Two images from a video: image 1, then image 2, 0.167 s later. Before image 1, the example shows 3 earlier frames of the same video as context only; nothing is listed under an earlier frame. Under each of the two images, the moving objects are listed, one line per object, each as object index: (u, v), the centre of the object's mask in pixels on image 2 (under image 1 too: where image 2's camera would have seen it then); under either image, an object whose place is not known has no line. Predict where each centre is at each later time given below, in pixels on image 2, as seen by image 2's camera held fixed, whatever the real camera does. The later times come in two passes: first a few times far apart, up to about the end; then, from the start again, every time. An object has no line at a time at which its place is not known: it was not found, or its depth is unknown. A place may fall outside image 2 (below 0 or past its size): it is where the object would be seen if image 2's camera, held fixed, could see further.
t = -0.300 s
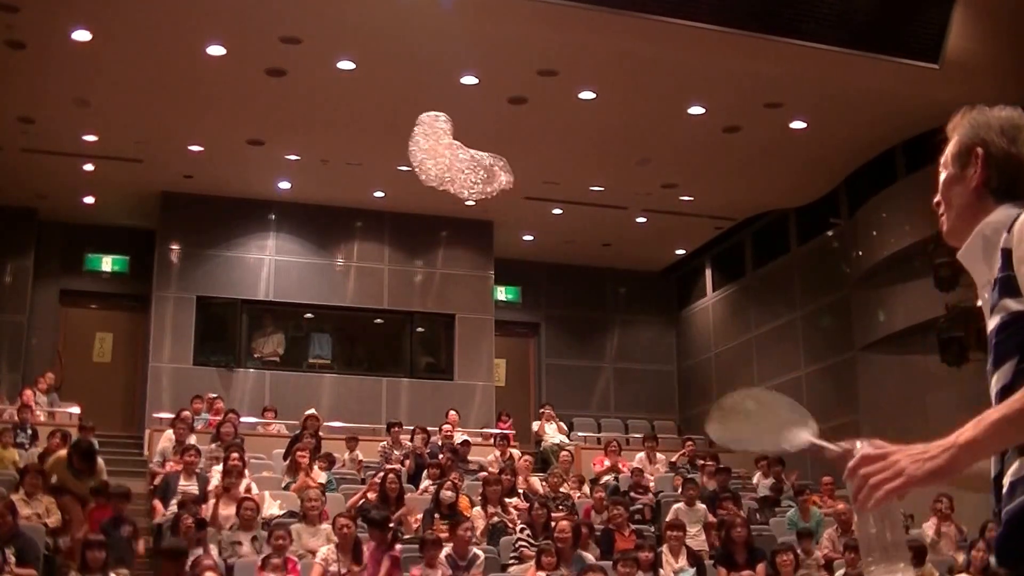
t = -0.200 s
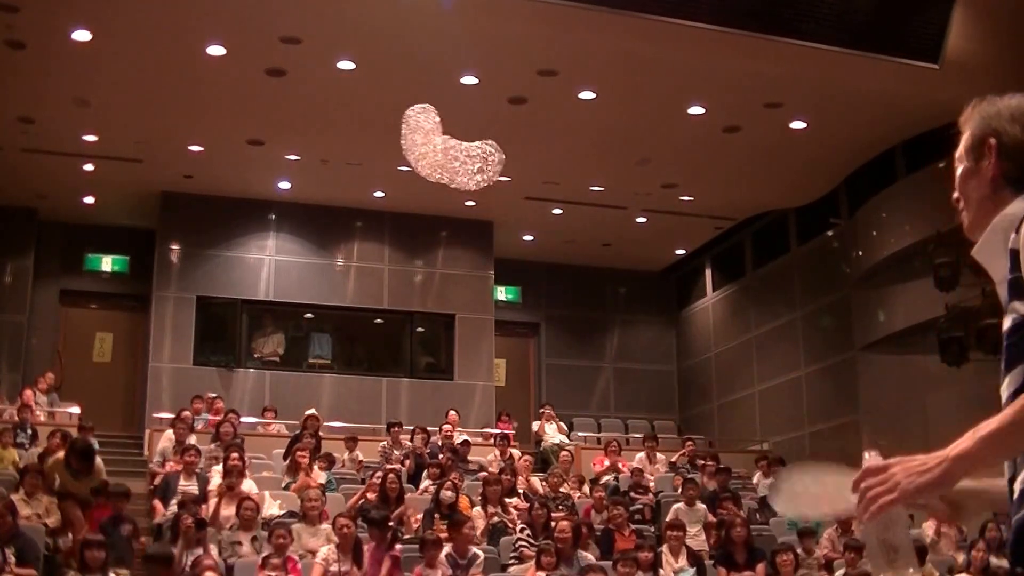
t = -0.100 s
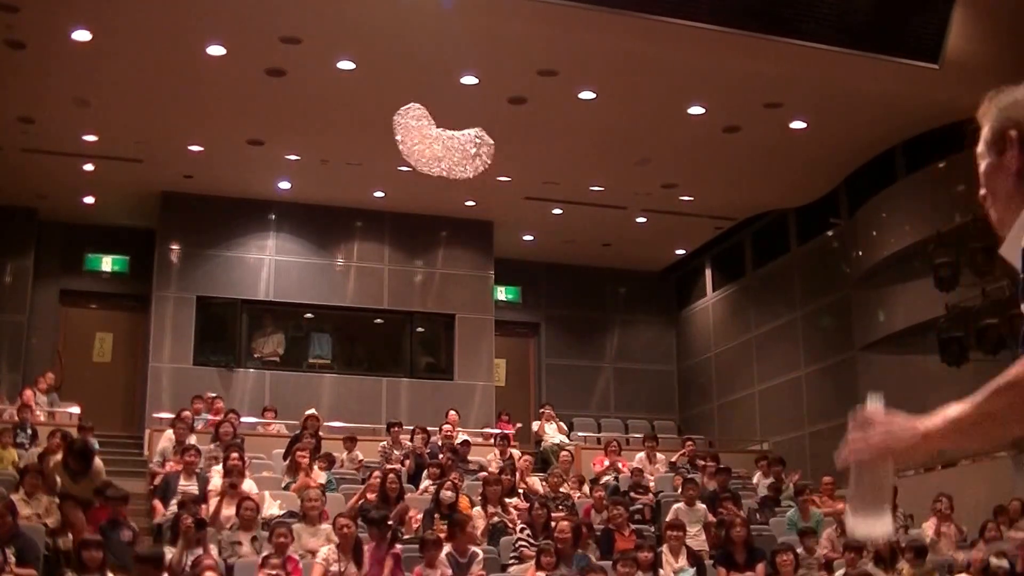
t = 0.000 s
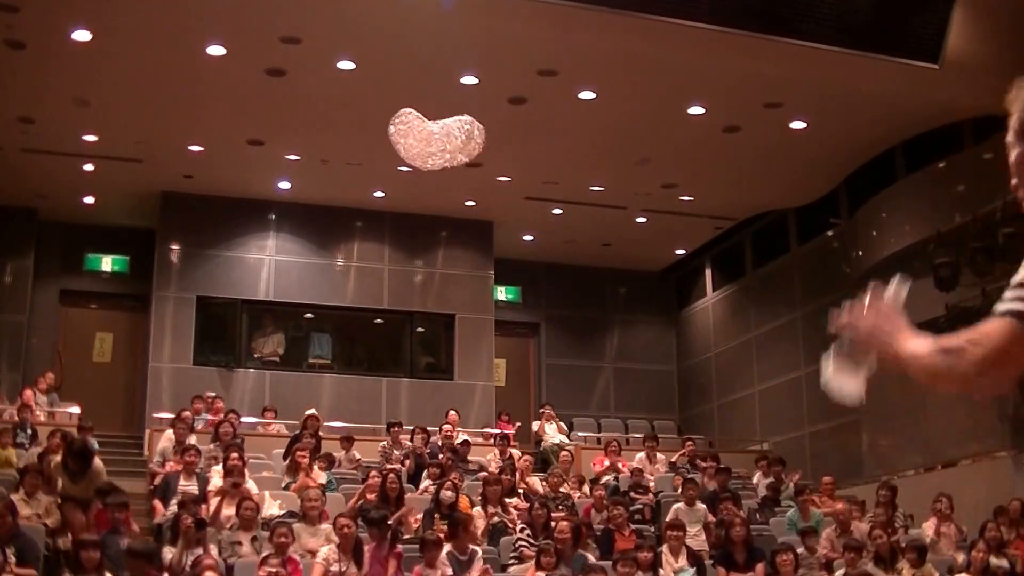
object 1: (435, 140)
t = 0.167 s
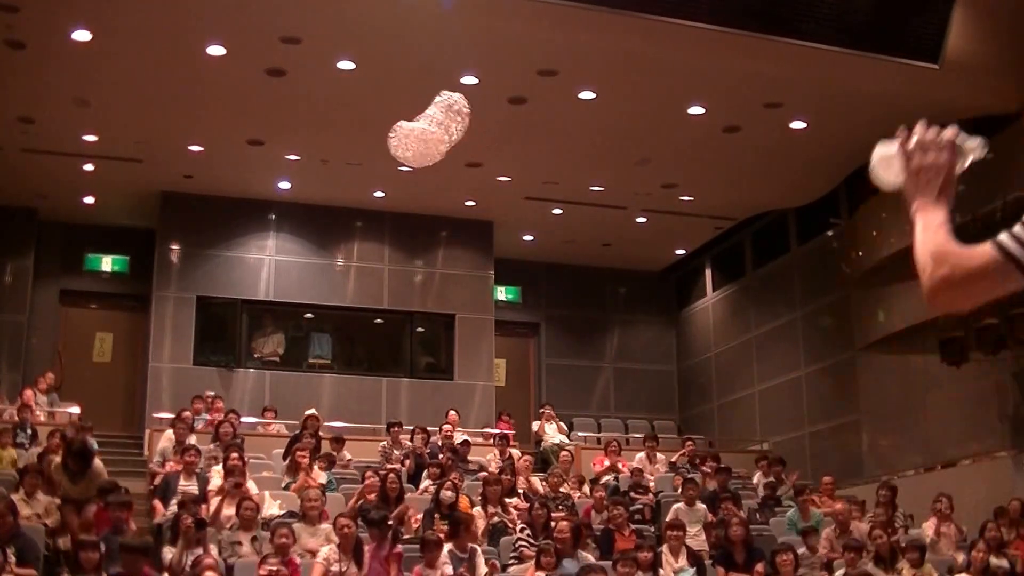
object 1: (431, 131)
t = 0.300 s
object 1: (426, 127)
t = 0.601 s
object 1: (418, 138)
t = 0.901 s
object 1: (423, 170)
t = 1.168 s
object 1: (442, 208)
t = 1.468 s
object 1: (466, 262)
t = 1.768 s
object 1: (473, 329)
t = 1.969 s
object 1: (458, 375)
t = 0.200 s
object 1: (430, 130)
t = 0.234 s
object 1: (428, 129)
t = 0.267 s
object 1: (427, 128)
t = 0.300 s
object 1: (426, 127)
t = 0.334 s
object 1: (425, 127)
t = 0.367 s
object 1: (423, 128)
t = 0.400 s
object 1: (422, 128)
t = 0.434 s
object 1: (421, 129)
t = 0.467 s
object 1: (420, 130)
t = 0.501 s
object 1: (419, 132)
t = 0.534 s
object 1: (419, 133)
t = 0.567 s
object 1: (418, 135)
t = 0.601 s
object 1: (418, 138)
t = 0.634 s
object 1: (417, 141)
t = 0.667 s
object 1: (417, 144)
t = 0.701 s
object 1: (418, 147)
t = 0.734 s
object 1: (418, 150)
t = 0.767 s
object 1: (419, 154)
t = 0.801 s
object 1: (419, 158)
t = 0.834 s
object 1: (420, 162)
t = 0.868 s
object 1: (421, 166)
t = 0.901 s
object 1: (423, 170)
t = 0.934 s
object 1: (425, 175)
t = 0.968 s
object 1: (427, 179)
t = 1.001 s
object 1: (429, 184)
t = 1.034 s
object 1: (431, 189)
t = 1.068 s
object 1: (433, 194)
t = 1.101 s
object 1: (436, 199)
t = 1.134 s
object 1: (439, 204)
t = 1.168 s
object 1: (442, 208)
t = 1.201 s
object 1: (445, 214)
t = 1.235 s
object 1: (447, 219)
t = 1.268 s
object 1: (450, 225)
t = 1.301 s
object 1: (453, 230)
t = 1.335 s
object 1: (456, 236)
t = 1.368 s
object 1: (459, 242)
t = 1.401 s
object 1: (461, 249)
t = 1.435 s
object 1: (464, 255)
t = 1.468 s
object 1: (466, 262)
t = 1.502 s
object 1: (468, 269)
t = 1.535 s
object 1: (470, 276)
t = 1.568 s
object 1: (471, 283)
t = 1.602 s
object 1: (472, 291)
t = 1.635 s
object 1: (473, 298)
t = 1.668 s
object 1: (474, 306)
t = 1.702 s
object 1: (474, 314)
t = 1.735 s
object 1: (474, 322)
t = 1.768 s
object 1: (473, 329)
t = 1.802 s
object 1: (471, 337)
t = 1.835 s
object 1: (469, 345)
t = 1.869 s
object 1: (466, 353)
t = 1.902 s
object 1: (464, 360)
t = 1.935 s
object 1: (461, 368)
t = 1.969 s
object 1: (458, 375)
